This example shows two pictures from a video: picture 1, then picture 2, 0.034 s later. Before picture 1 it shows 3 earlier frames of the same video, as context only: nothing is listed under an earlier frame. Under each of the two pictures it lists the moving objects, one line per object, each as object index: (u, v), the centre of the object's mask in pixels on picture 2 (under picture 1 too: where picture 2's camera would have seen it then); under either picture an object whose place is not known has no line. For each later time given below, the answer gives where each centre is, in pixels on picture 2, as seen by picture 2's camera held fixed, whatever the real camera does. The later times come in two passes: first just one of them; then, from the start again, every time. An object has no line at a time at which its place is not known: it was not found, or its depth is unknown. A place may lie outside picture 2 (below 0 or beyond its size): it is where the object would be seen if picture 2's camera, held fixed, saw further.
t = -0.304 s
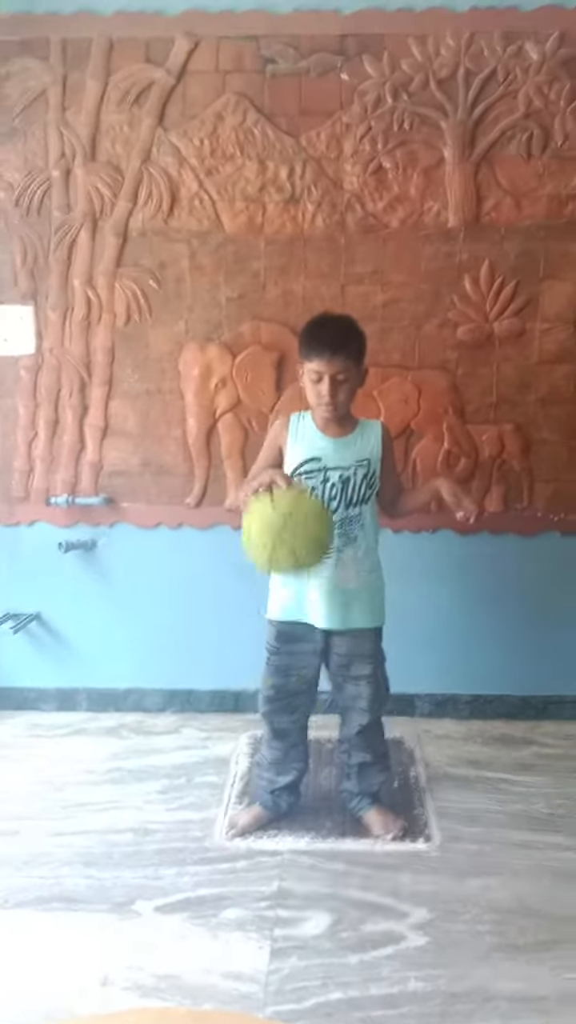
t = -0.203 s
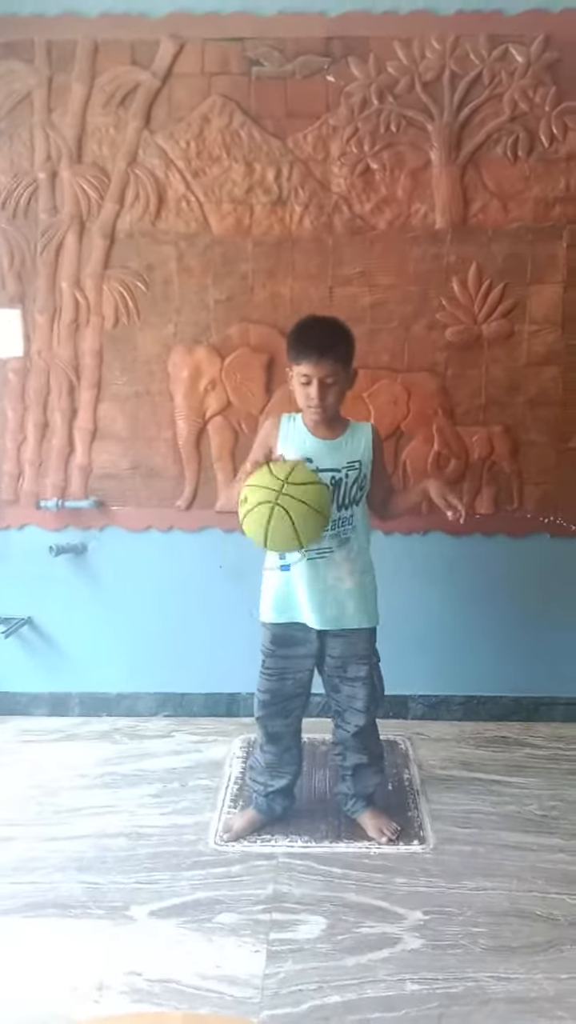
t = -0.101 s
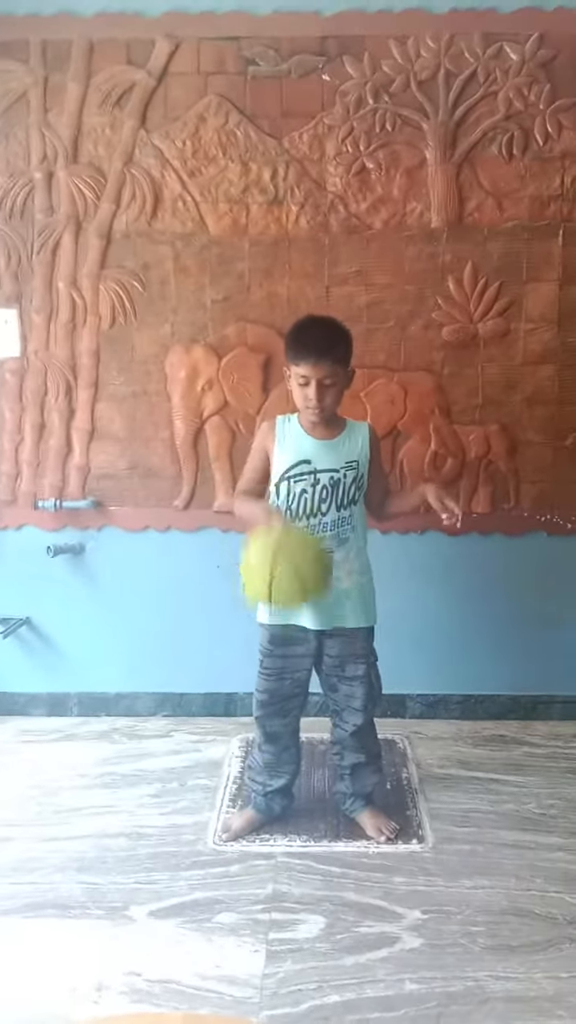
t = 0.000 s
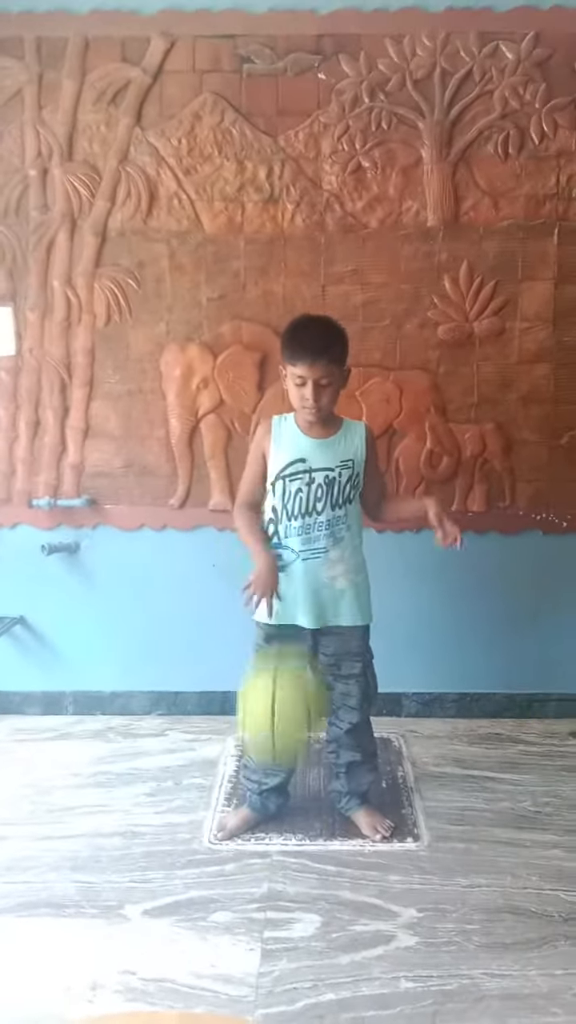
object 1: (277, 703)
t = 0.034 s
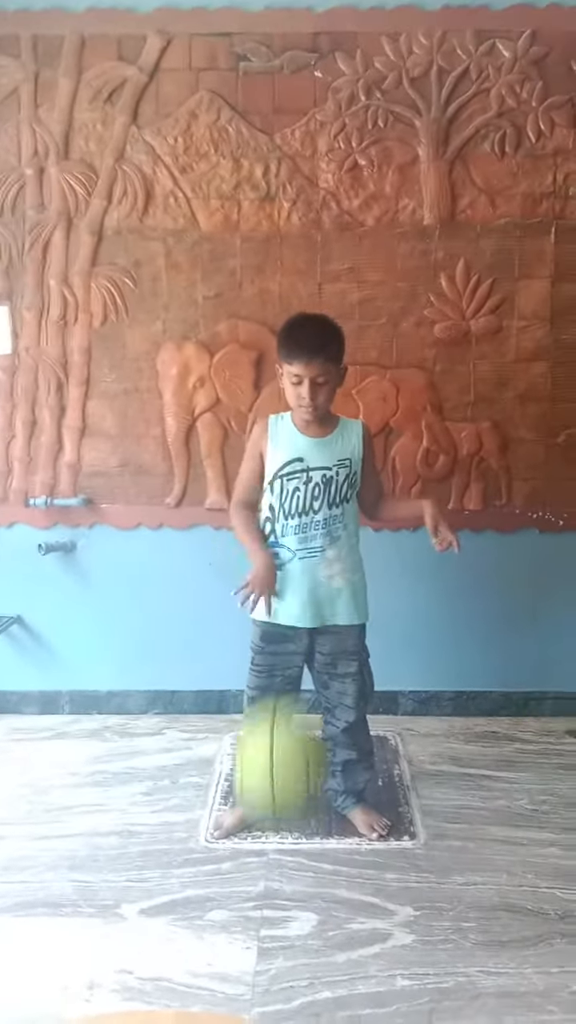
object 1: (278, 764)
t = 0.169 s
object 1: (277, 746)
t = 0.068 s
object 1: (276, 813)
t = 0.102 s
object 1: (280, 831)
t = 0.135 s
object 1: (278, 786)
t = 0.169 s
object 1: (277, 746)
